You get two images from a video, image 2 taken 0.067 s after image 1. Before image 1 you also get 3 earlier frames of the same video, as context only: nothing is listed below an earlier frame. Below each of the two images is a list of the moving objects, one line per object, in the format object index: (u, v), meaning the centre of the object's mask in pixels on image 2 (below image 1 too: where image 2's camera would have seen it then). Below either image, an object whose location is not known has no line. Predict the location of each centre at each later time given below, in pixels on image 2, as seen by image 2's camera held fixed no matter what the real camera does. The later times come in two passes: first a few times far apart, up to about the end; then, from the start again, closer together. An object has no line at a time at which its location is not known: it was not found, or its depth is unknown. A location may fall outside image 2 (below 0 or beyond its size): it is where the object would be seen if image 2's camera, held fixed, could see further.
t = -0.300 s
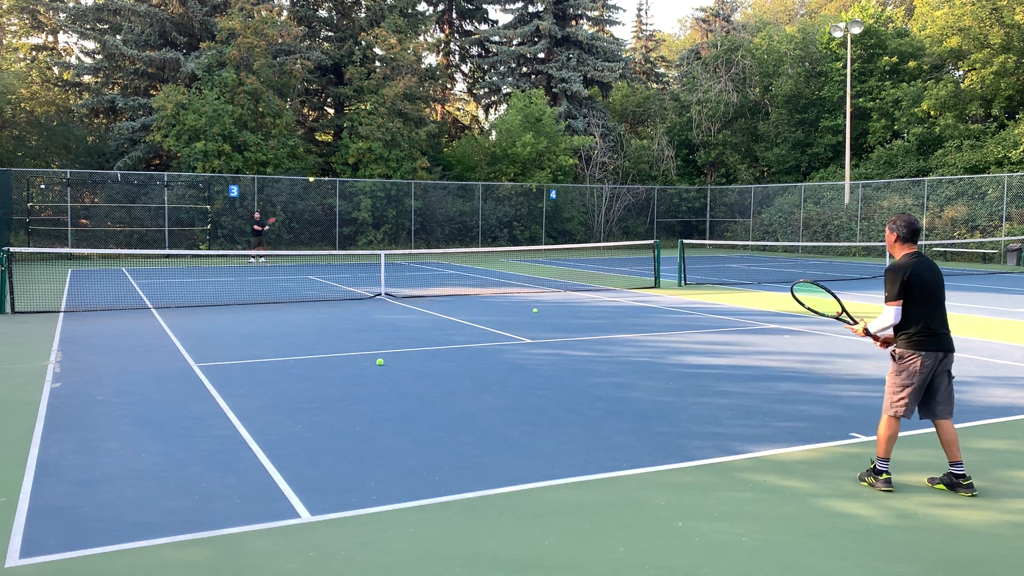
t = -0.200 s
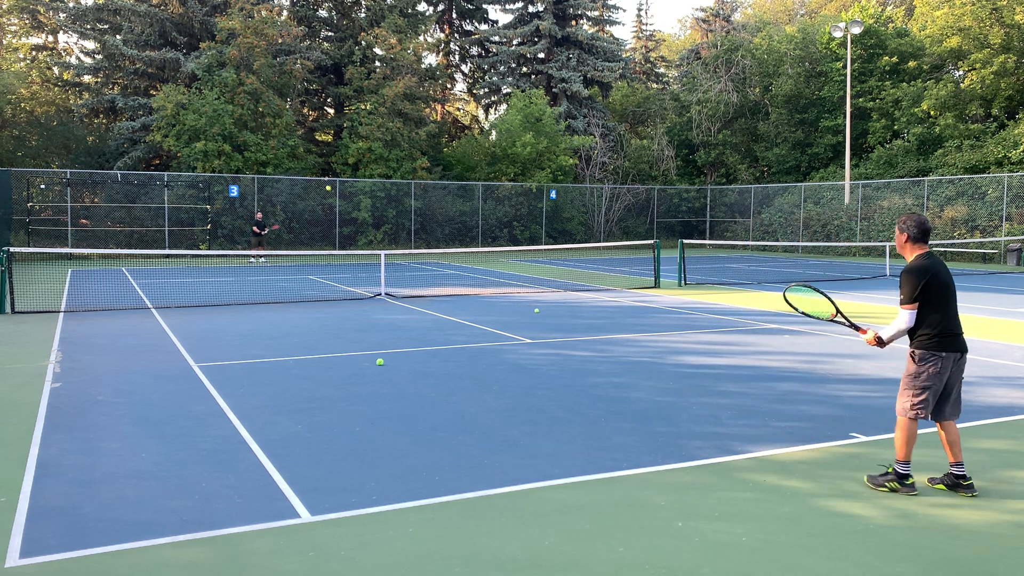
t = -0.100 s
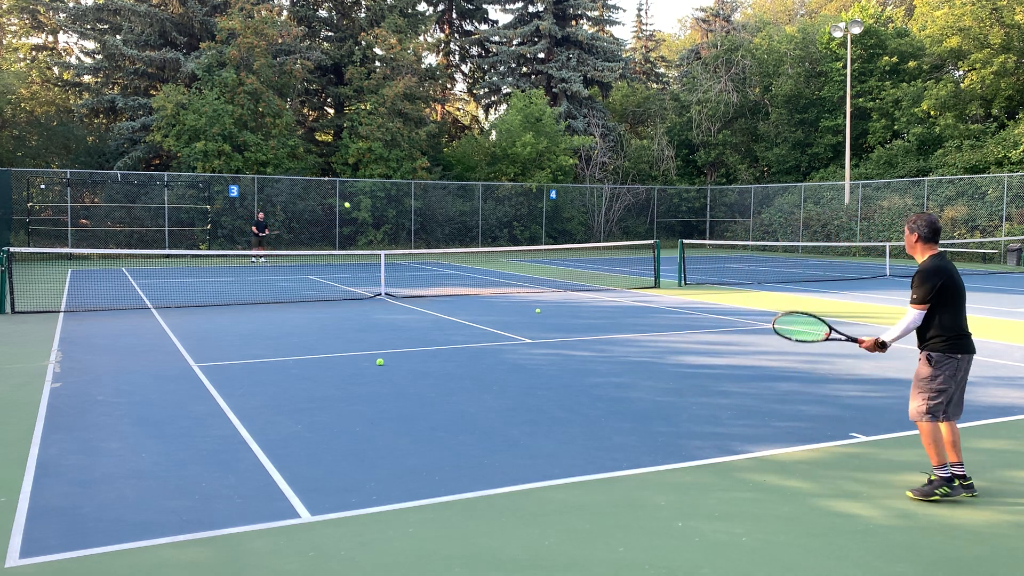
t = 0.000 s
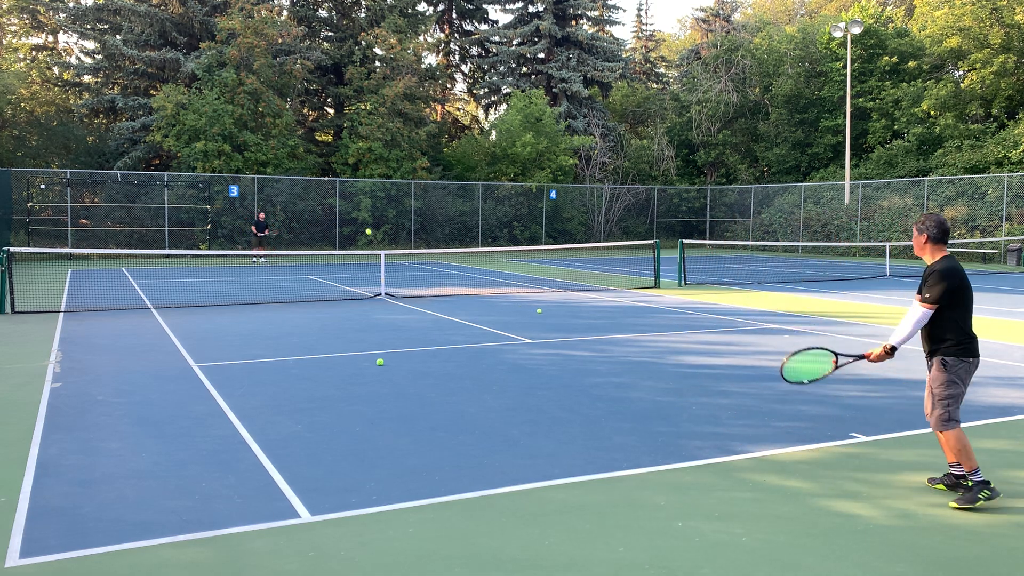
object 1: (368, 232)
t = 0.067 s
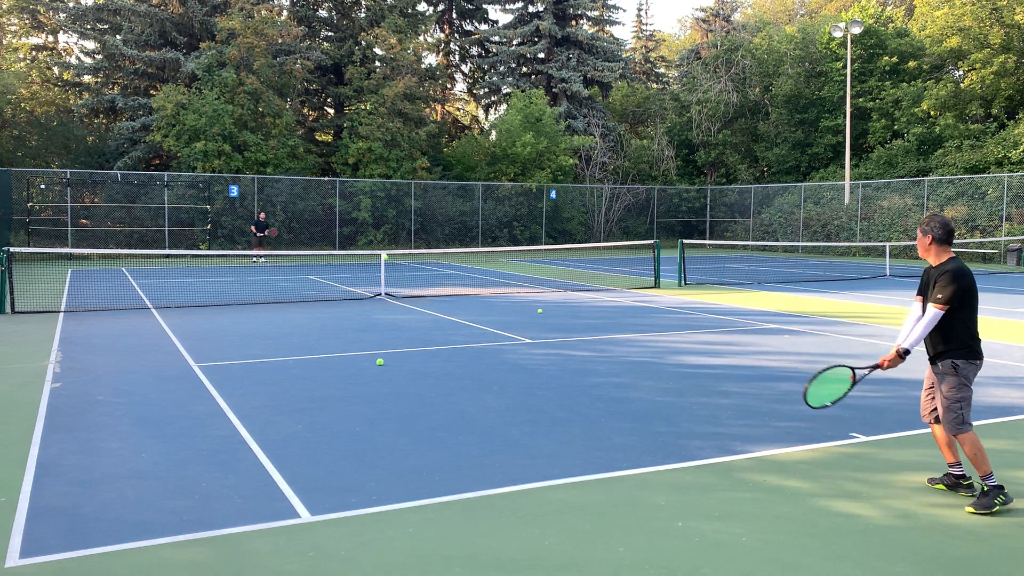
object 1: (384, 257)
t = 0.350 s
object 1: (463, 309)
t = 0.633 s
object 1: (567, 247)
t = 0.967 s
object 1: (783, 306)
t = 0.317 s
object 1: (453, 320)
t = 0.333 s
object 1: (458, 315)
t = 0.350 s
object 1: (463, 309)
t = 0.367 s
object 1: (468, 304)
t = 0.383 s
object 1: (473, 299)
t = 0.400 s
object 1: (478, 294)
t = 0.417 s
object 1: (483, 290)
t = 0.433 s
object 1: (488, 285)
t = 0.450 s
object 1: (494, 280)
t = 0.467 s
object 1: (500, 276)
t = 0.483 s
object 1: (506, 272)
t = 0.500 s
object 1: (512, 268)
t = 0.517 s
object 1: (518, 265)
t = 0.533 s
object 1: (524, 261)
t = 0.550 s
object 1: (531, 258)
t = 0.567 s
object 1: (538, 255)
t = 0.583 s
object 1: (545, 253)
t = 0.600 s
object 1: (552, 251)
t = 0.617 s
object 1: (559, 249)
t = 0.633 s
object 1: (567, 247)
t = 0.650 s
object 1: (574, 246)
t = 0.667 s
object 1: (582, 244)
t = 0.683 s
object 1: (591, 244)
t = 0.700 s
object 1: (599, 243)
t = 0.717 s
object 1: (608, 243)
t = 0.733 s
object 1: (617, 243)
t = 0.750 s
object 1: (626, 244)
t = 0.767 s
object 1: (636, 246)
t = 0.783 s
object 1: (646, 247)
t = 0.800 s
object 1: (657, 249)
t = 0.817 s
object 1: (667, 252)
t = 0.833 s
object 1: (678, 255)
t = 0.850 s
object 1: (689, 258)
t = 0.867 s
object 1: (701, 263)
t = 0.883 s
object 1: (714, 268)
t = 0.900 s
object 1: (726, 274)
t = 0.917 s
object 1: (739, 280)
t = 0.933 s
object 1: (753, 287)
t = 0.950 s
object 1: (768, 295)
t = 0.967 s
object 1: (783, 306)
